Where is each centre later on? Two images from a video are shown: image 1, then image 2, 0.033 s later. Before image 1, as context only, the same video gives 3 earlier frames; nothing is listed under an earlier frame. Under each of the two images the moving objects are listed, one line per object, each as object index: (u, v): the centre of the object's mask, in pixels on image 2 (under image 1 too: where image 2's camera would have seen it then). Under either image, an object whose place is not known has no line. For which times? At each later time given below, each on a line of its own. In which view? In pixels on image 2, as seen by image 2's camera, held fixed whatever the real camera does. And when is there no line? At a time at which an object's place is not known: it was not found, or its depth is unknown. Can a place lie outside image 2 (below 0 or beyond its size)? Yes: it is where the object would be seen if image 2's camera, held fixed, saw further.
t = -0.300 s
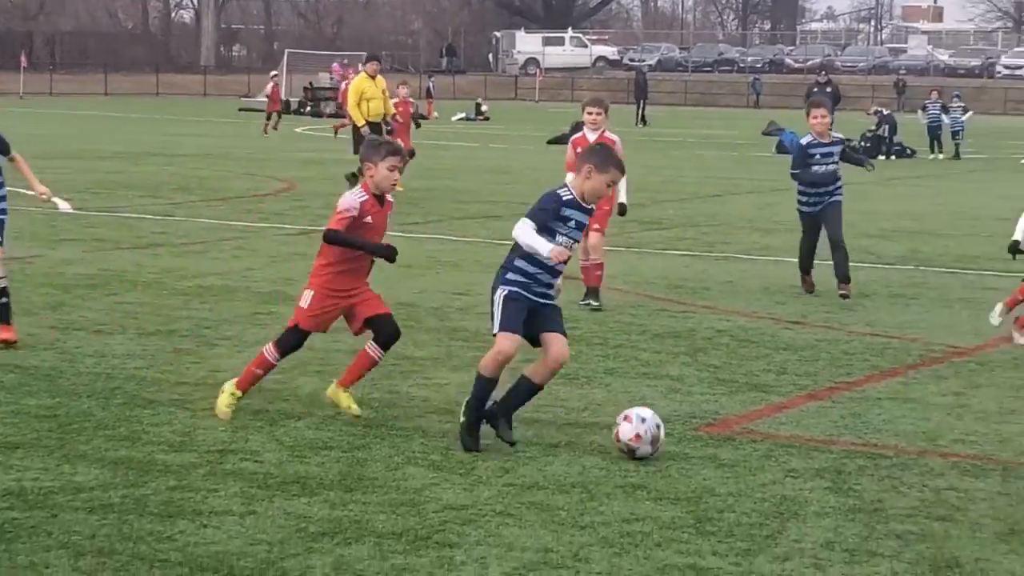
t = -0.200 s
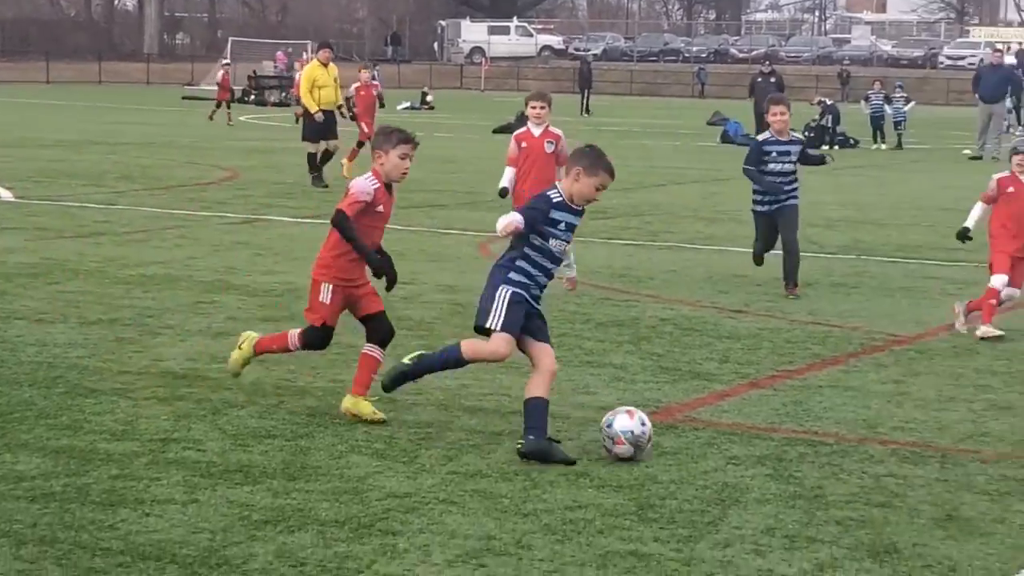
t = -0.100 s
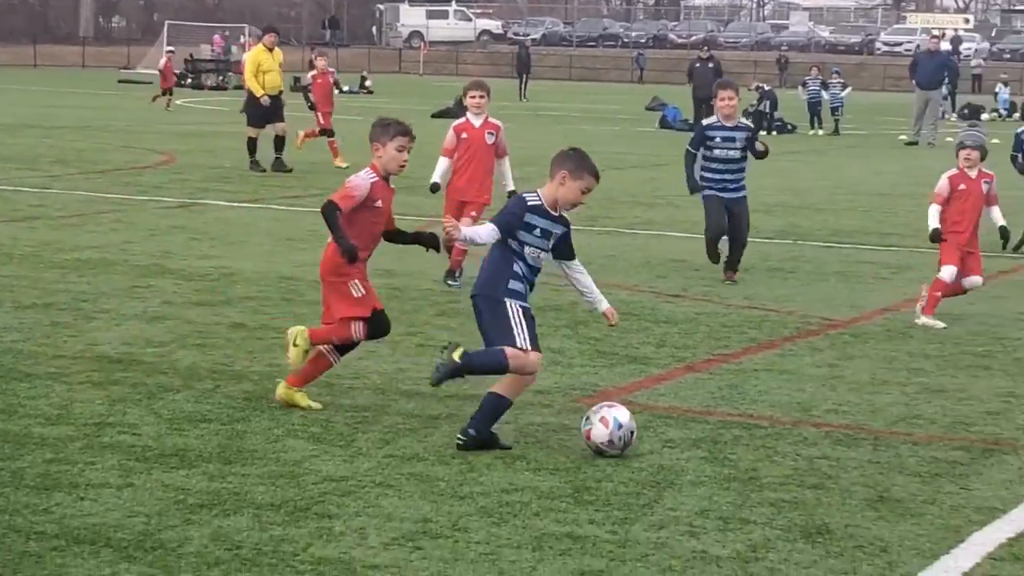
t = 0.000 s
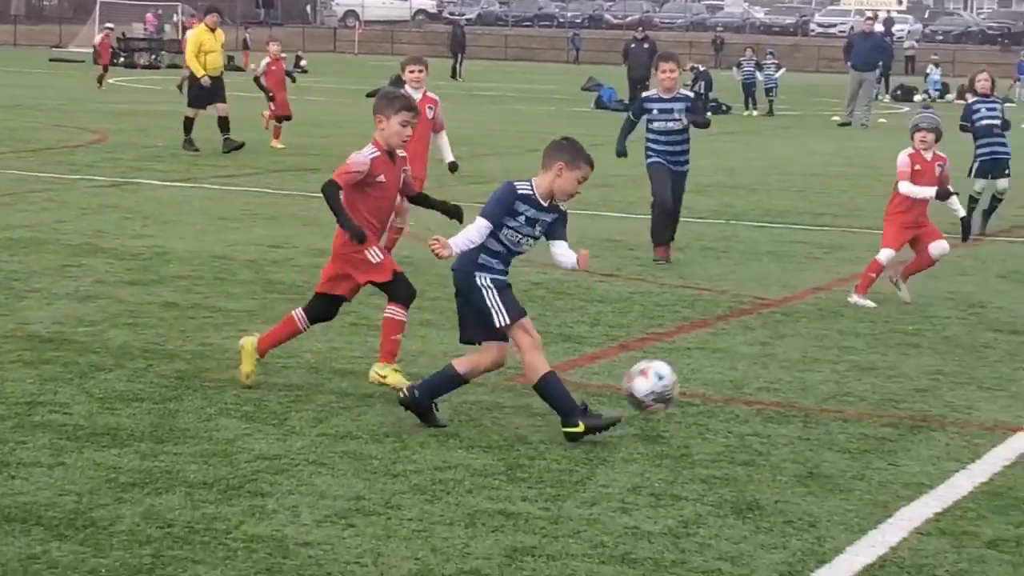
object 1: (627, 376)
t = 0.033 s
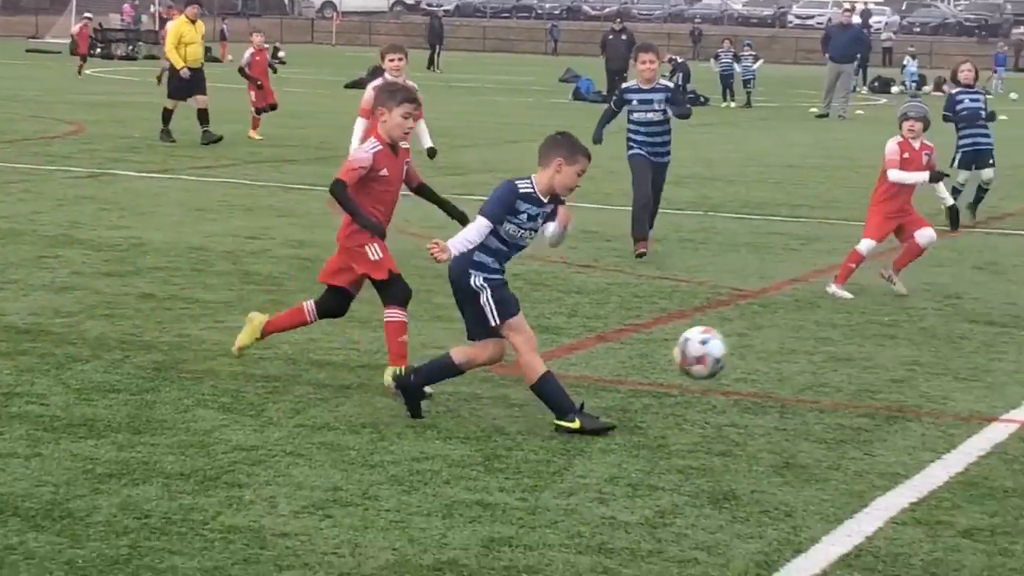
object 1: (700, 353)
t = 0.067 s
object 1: (772, 331)
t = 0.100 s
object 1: (841, 312)
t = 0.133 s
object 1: (908, 296)
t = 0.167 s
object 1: (974, 283)
